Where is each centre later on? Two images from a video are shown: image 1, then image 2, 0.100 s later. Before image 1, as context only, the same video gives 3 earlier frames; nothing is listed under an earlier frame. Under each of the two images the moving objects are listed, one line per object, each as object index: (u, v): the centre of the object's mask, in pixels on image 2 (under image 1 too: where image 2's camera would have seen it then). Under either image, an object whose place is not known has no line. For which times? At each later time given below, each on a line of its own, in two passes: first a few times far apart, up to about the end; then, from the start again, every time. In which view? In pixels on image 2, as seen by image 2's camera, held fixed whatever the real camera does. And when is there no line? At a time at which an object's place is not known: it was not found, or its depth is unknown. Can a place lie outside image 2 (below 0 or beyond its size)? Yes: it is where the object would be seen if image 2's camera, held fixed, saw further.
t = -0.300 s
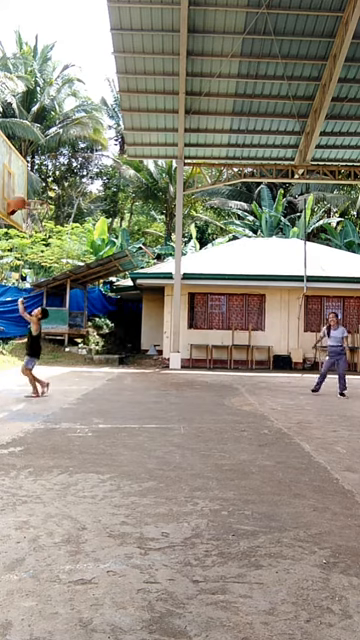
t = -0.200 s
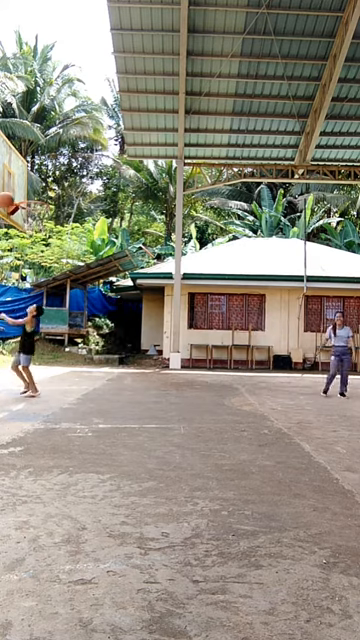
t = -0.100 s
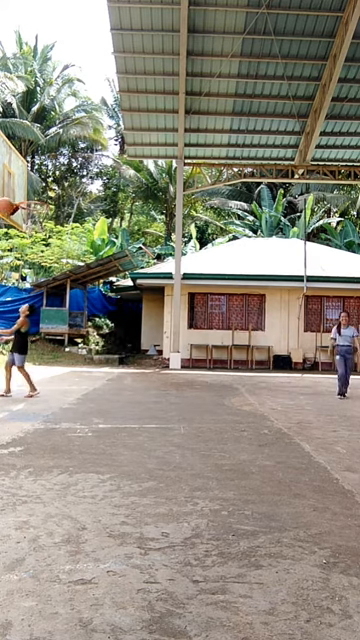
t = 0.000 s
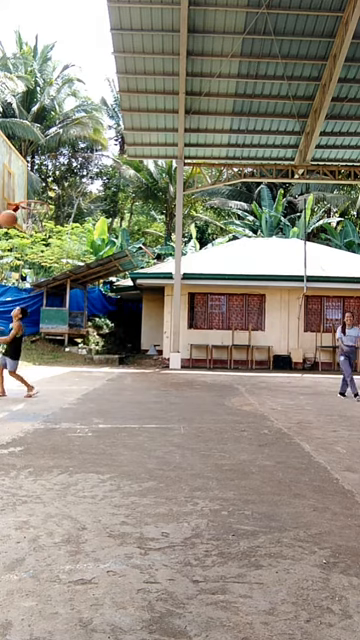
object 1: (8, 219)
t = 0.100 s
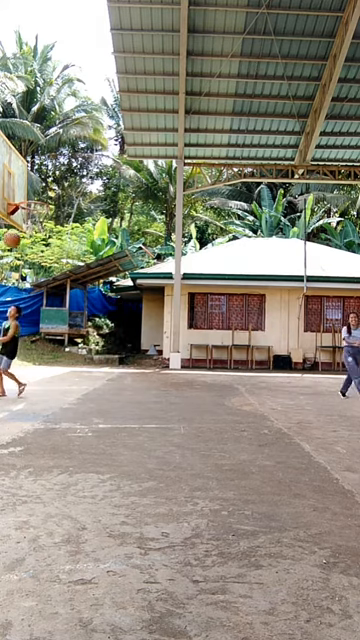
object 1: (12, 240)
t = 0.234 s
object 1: (15, 279)
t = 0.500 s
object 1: (22, 405)
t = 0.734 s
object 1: (39, 307)
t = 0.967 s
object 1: (54, 252)
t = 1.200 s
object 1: (67, 239)
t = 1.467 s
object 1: (80, 279)
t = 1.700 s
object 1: (91, 365)
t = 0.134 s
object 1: (12, 248)
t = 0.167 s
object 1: (14, 258)
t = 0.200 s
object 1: (14, 268)
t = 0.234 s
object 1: (15, 279)
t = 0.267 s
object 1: (16, 292)
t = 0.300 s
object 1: (16, 305)
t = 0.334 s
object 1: (18, 319)
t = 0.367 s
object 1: (18, 334)
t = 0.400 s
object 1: (19, 350)
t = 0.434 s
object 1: (20, 368)
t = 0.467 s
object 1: (21, 387)
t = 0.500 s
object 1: (22, 405)
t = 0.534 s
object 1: (24, 389)
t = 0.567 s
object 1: (27, 373)
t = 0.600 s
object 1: (29, 357)
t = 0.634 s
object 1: (31, 343)
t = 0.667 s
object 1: (34, 331)
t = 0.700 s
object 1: (37, 318)
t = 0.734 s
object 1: (39, 307)
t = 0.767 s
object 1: (41, 296)
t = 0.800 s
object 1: (43, 287)
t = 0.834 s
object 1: (45, 278)
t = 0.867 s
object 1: (47, 270)
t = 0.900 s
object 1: (49, 264)
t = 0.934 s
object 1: (52, 257)
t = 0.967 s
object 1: (54, 252)
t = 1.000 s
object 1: (56, 247)
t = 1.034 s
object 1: (57, 244)
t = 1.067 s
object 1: (60, 242)
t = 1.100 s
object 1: (61, 240)
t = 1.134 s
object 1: (63, 239)
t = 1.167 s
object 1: (65, 239)
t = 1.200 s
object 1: (67, 239)
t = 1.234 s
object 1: (69, 241)
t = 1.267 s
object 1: (71, 243)
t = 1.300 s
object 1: (73, 248)
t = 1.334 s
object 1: (74, 251)
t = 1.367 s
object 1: (76, 257)
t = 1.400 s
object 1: (78, 264)
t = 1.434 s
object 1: (79, 271)
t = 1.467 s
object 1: (80, 279)
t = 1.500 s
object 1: (81, 288)
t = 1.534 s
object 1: (83, 298)
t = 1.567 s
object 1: (85, 310)
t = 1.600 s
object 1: (86, 322)
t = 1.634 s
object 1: (88, 335)
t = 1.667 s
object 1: (89, 349)
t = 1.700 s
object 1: (91, 365)
